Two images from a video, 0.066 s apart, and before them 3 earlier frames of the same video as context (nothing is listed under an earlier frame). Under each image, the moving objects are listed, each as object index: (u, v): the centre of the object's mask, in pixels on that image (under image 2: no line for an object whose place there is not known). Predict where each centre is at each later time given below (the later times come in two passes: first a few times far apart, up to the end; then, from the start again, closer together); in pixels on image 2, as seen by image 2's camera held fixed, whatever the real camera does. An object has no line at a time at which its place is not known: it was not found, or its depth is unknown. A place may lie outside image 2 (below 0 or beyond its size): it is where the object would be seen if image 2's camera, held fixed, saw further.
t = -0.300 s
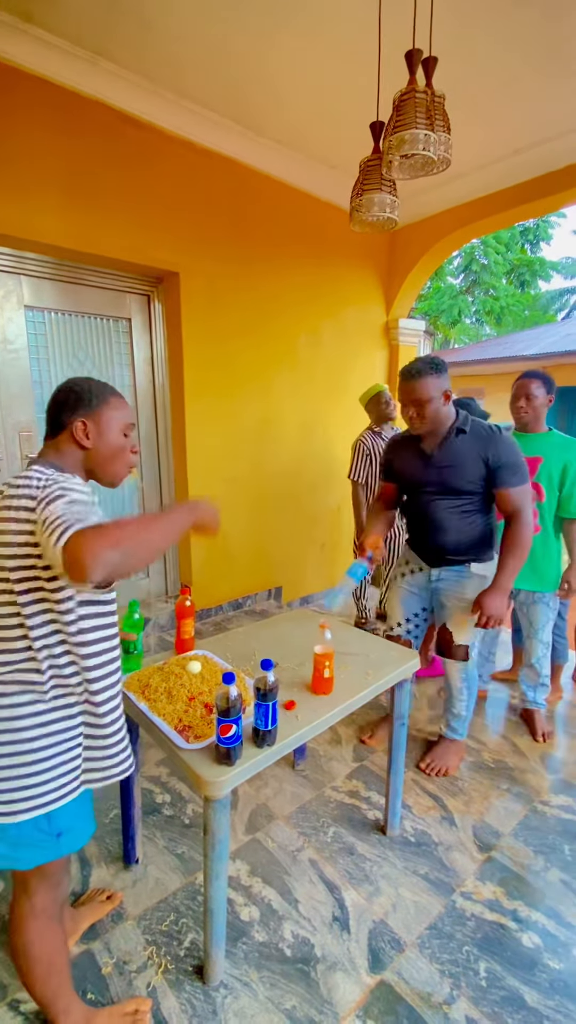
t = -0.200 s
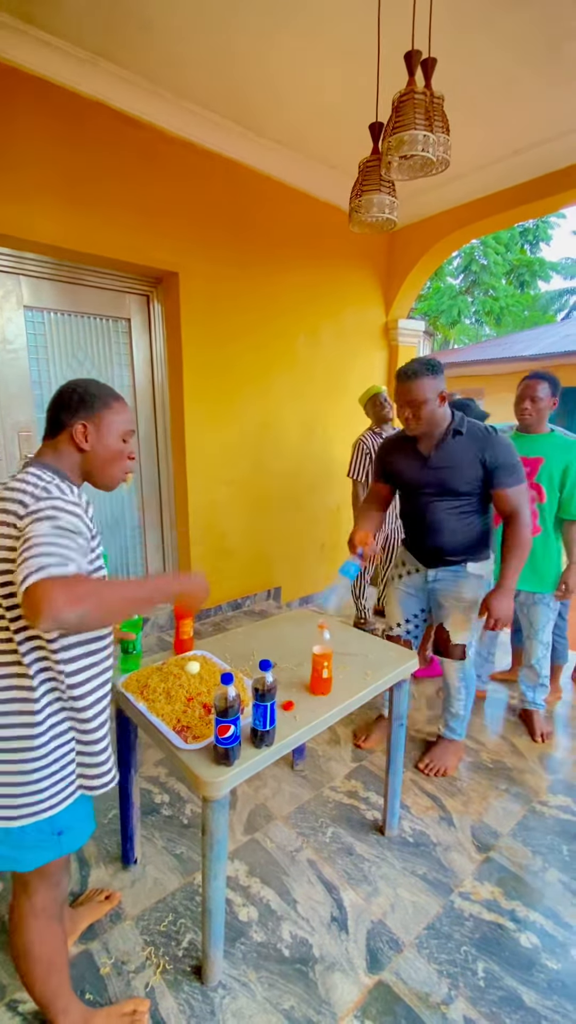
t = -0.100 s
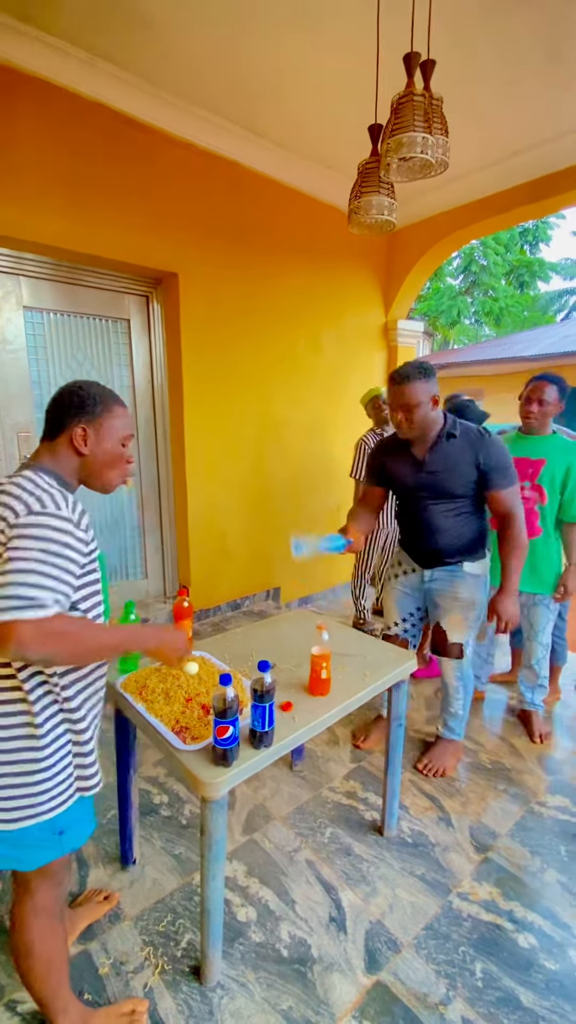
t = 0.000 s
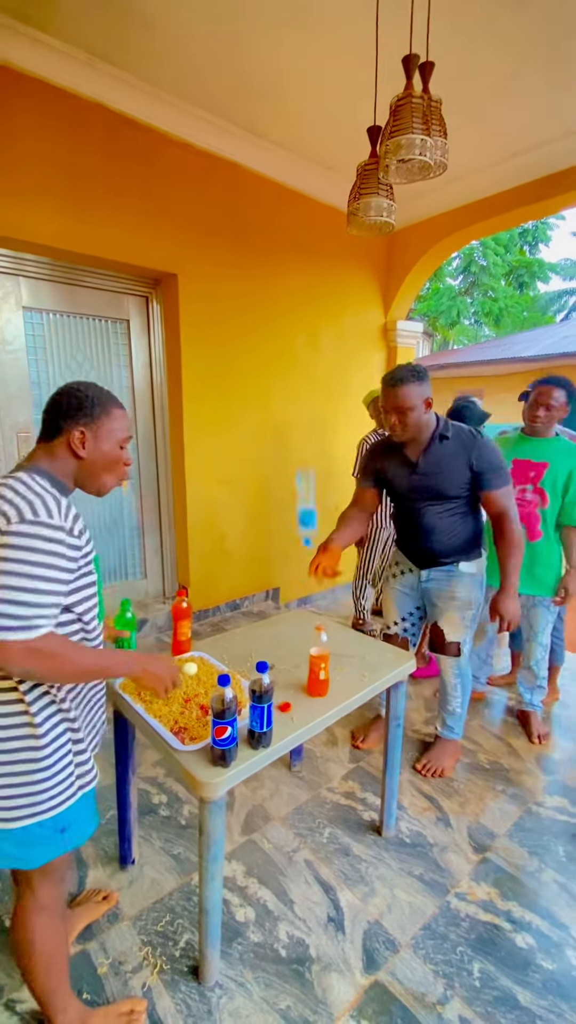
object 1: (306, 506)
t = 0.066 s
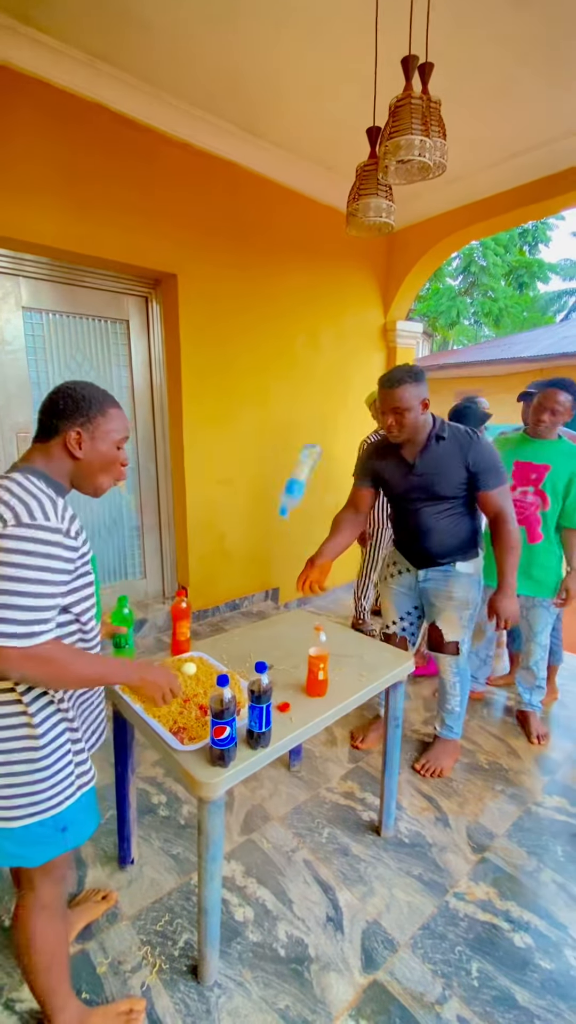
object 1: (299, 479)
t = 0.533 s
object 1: (305, 617)
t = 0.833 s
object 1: (315, 620)
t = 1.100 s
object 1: (308, 617)
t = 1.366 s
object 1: (301, 614)
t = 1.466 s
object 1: (298, 612)
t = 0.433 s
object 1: (299, 549)
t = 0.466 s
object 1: (301, 576)
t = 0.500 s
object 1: (302, 604)
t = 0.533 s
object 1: (305, 617)
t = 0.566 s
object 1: (307, 624)
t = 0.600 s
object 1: (310, 620)
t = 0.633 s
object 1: (313, 617)
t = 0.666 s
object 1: (314, 617)
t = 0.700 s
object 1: (315, 617)
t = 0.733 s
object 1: (317, 620)
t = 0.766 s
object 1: (317, 619)
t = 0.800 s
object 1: (316, 620)
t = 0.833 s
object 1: (315, 620)
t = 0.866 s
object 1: (315, 620)
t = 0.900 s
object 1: (314, 619)
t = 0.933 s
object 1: (313, 619)
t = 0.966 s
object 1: (313, 618)
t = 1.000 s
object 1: (312, 618)
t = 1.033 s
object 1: (311, 618)
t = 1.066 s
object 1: (309, 617)
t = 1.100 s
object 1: (308, 617)
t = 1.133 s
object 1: (307, 617)
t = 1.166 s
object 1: (306, 617)
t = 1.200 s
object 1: (305, 616)
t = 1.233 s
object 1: (304, 616)
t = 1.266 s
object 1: (304, 616)
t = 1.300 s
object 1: (303, 615)
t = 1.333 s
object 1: (302, 614)
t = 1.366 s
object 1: (301, 614)
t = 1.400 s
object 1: (300, 613)
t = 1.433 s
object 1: (299, 613)
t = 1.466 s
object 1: (298, 612)
